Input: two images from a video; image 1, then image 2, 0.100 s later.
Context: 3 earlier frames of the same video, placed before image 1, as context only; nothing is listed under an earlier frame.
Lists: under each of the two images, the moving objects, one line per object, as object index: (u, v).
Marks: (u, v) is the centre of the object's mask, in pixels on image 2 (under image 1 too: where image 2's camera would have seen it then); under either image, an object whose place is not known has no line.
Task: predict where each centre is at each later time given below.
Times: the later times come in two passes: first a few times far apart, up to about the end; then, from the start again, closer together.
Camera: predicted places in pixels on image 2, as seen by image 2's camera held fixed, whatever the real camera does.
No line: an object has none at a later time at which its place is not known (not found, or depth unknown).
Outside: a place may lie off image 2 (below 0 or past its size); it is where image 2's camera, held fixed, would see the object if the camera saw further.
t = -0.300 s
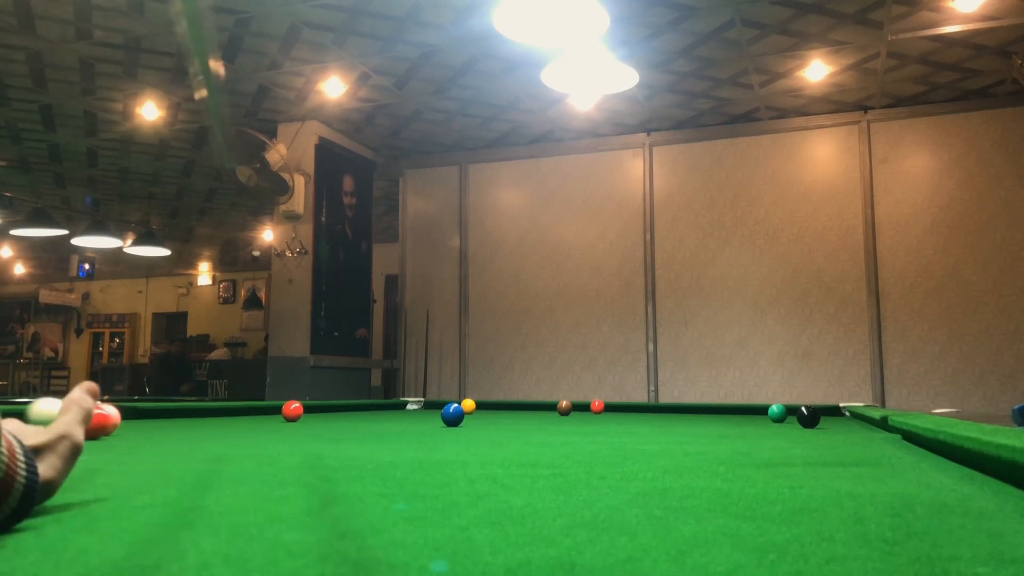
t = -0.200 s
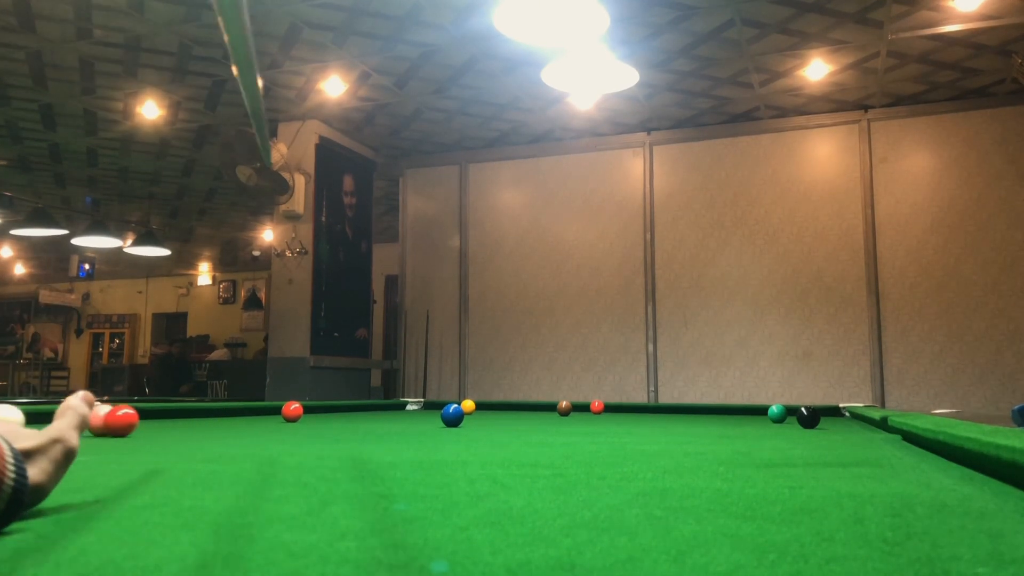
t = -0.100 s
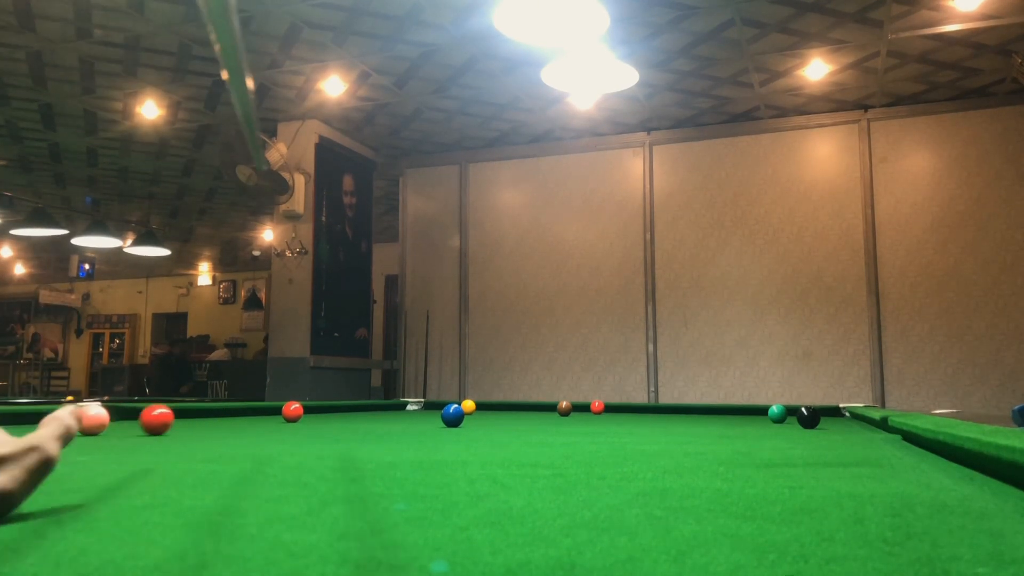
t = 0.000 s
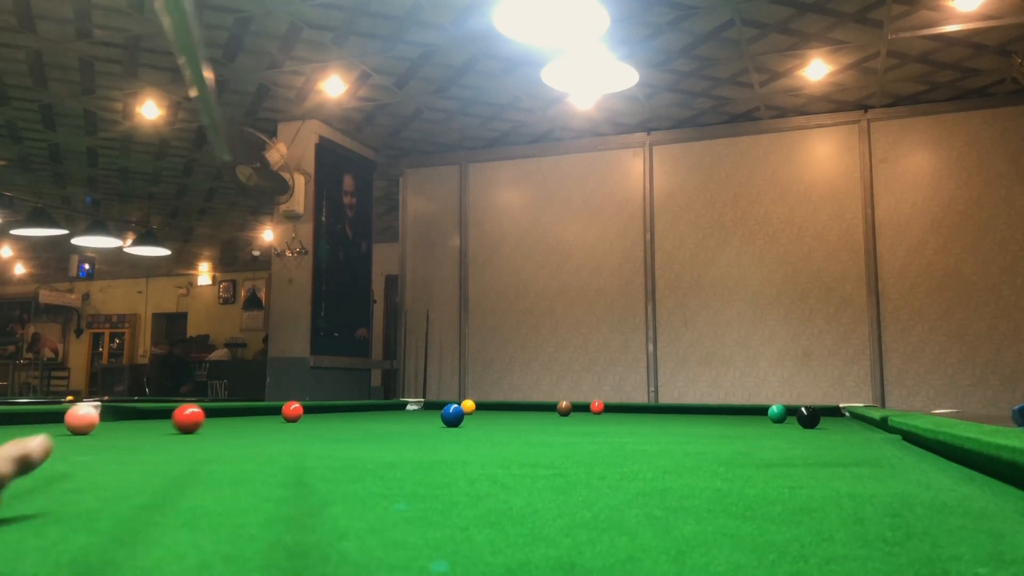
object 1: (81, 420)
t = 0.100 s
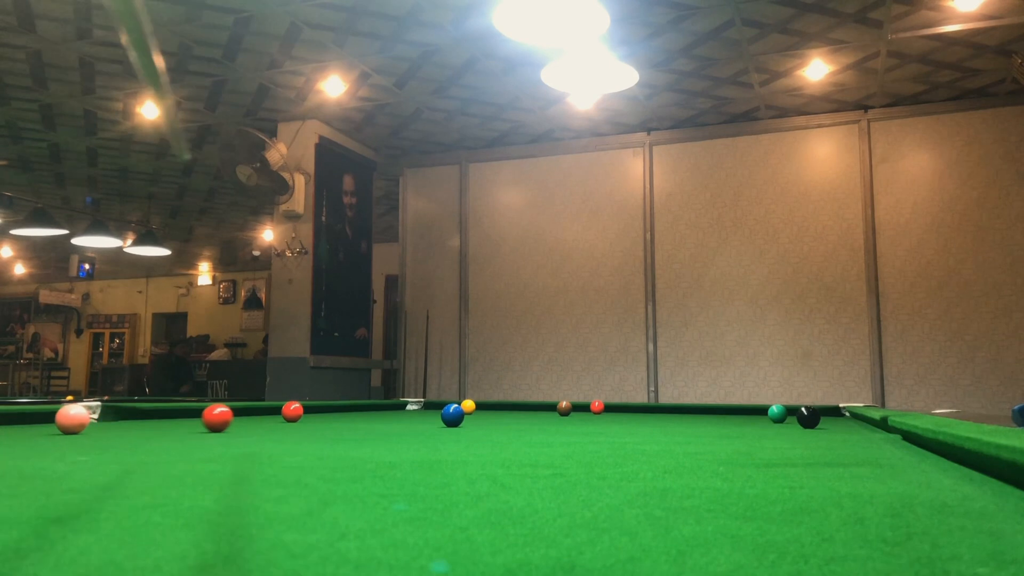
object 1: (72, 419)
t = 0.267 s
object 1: (59, 418)
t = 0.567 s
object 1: (40, 417)
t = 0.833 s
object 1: (28, 417)
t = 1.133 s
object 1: (18, 416)
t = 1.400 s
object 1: (13, 416)
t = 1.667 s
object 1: (10, 415)
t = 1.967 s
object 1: (8, 415)
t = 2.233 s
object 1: (8, 415)
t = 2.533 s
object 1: (9, 415)
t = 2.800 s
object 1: (9, 415)
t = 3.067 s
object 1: (9, 414)
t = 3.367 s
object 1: (9, 414)
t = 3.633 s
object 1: (9, 415)
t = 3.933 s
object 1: (9, 414)
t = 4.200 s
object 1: (9, 414)
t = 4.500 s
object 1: (9, 414)
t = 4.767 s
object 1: (9, 414)
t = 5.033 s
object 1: (9, 414)
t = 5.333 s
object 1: (9, 414)
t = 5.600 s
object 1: (9, 415)
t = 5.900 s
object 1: (9, 414)
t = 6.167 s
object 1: (9, 415)
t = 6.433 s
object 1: (9, 415)
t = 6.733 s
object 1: (9, 415)
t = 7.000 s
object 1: (9, 415)
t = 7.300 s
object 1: (9, 414)
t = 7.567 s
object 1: (9, 414)
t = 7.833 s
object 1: (9, 414)
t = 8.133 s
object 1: (9, 414)
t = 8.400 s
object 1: (9, 414)
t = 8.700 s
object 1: (9, 414)
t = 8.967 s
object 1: (9, 415)
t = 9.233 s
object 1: (9, 415)
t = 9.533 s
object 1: (9, 414)
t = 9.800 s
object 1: (9, 415)
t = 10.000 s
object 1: (9, 414)
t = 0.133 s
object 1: (69, 419)
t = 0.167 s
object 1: (66, 418)
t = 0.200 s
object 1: (64, 418)
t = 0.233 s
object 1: (61, 418)
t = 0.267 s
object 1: (59, 418)
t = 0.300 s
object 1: (56, 418)
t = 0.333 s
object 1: (54, 418)
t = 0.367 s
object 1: (52, 418)
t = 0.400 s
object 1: (49, 418)
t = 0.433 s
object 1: (47, 418)
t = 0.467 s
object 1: (45, 417)
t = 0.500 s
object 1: (43, 417)
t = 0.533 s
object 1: (42, 417)
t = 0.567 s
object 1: (40, 417)
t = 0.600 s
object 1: (38, 417)
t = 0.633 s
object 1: (36, 417)
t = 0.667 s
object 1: (35, 417)
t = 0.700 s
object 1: (34, 417)
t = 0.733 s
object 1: (32, 417)
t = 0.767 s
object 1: (31, 417)
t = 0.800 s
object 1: (29, 417)
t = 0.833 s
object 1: (28, 417)
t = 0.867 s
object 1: (27, 417)
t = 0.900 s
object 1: (26, 417)
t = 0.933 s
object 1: (24, 416)
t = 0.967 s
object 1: (23, 416)
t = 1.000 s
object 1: (22, 416)
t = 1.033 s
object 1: (21, 416)
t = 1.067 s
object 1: (20, 416)
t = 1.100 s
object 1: (19, 416)
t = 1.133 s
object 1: (18, 416)
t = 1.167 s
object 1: (18, 416)
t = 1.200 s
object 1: (17, 416)
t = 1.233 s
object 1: (16, 416)
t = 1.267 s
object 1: (16, 416)
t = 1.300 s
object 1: (15, 416)
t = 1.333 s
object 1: (15, 416)
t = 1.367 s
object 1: (14, 416)
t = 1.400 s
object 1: (13, 416)
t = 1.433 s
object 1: (13, 416)
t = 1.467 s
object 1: (13, 415)
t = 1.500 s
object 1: (12, 415)
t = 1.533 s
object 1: (12, 415)
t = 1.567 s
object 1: (11, 415)
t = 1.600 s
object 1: (11, 415)
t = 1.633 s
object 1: (11, 415)
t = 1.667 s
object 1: (10, 415)
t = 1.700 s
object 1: (10, 415)
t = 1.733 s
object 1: (10, 415)
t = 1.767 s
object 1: (9, 415)
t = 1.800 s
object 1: (9, 415)
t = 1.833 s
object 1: (9, 415)
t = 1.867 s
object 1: (9, 415)
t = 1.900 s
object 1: (8, 415)
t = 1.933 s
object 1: (8, 415)
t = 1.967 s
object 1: (8, 415)
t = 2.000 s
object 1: (8, 415)
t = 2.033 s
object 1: (8, 415)
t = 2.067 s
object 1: (8, 415)
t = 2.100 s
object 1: (8, 415)
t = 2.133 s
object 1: (8, 415)
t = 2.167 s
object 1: (8, 415)
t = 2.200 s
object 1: (8, 415)
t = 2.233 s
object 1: (8, 415)
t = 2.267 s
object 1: (8, 414)
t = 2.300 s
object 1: (8, 415)
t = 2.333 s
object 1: (8, 415)
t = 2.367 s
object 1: (8, 415)
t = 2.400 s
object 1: (9, 415)
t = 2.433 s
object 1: (9, 415)
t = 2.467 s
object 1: (9, 415)
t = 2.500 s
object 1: (9, 415)
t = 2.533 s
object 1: (9, 415)
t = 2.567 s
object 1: (9, 415)
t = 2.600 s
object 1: (9, 414)
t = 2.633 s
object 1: (9, 415)
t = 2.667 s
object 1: (9, 414)
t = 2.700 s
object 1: (9, 415)
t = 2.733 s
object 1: (9, 415)
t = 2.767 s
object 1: (9, 414)
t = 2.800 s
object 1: (9, 415)
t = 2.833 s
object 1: (9, 414)
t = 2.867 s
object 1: (9, 414)
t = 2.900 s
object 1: (9, 415)
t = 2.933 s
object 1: (9, 415)
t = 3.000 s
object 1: (9, 416)
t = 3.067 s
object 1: (9, 414)
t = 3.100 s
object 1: (9, 415)
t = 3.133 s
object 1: (9, 415)
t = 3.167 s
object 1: (9, 414)
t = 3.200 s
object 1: (9, 415)
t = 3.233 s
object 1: (9, 414)
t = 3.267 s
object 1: (9, 414)
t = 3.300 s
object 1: (9, 414)
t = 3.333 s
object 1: (9, 415)
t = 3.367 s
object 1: (9, 414)
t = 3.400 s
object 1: (9, 414)
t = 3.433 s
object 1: (9, 415)
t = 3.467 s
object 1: (9, 414)
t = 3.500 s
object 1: (9, 415)
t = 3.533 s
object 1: (9, 414)
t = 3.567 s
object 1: (9, 414)
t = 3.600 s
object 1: (9, 415)
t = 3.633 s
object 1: (9, 415)
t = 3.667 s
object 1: (9, 415)
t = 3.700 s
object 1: (9, 415)
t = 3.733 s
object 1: (9, 414)
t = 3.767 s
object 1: (9, 414)
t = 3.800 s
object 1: (9, 414)
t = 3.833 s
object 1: (9, 414)
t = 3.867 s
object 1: (9, 414)
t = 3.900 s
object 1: (9, 415)
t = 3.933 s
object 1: (9, 414)
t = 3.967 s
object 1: (9, 415)
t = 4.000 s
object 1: (9, 415)
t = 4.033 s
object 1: (9, 414)
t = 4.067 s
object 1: (9, 415)
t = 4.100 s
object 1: (9, 415)
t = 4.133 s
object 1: (9, 415)
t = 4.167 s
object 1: (9, 414)
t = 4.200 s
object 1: (9, 414)
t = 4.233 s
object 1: (9, 414)
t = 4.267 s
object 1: (9, 415)
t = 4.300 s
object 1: (9, 414)
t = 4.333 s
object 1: (9, 415)
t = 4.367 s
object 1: (9, 415)
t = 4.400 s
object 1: (9, 414)
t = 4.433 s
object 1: (9, 415)
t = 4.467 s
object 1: (9, 414)
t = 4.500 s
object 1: (9, 414)
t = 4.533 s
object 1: (9, 415)
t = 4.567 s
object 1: (9, 414)
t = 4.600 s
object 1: (9, 414)
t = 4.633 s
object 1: (9, 414)
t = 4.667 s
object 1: (9, 414)
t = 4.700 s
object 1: (9, 415)
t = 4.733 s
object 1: (9, 415)
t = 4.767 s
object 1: (9, 414)
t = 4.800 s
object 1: (9, 415)
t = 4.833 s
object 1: (9, 415)
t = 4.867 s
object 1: (9, 415)
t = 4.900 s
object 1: (9, 414)
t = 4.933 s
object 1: (9, 414)
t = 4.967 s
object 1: (9, 414)
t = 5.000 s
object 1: (9, 414)
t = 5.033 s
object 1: (9, 414)
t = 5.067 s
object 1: (9, 414)
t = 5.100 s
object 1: (9, 414)
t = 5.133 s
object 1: (9, 414)
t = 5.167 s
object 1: (9, 415)
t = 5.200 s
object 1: (9, 414)
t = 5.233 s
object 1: (9, 414)
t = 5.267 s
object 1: (9, 414)
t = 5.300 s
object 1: (9, 414)
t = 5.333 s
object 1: (9, 414)
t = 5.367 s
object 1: (9, 415)
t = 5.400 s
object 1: (9, 415)
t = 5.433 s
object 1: (9, 415)
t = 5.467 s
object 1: (9, 415)
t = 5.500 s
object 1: (9, 415)
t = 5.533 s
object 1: (9, 415)
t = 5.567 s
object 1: (9, 414)
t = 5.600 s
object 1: (9, 415)
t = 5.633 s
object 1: (9, 414)
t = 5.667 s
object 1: (9, 414)
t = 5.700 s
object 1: (9, 414)
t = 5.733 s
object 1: (9, 415)
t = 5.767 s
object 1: (9, 414)
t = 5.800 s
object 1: (9, 415)
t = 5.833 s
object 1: (9, 414)
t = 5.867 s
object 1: (9, 415)
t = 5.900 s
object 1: (9, 414)
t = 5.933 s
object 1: (9, 415)
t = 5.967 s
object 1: (9, 414)
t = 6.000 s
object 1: (9, 415)
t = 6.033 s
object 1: (9, 415)
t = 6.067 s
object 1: (9, 415)
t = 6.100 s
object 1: (9, 415)
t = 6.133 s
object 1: (9, 414)
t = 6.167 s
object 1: (9, 415)
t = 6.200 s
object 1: (9, 414)
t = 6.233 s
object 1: (9, 415)
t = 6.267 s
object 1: (9, 414)
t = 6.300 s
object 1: (9, 415)
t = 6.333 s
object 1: (9, 414)
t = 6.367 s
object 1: (9, 415)
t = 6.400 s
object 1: (9, 414)
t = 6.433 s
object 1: (9, 415)
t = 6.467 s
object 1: (9, 415)
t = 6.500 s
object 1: (9, 414)
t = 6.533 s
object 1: (9, 415)
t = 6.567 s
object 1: (9, 415)
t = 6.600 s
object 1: (9, 415)
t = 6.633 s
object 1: (9, 414)
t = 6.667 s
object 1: (9, 415)
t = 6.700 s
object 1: (9, 414)
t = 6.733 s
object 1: (9, 415)
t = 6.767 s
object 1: (9, 414)
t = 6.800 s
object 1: (9, 415)
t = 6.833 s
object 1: (9, 414)
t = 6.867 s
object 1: (9, 415)
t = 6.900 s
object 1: (9, 414)
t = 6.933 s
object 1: (9, 415)
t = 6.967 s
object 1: (9, 414)
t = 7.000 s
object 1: (9, 415)
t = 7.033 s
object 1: (9, 415)
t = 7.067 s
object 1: (9, 414)
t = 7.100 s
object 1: (9, 415)
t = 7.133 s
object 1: (9, 415)
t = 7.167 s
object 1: (9, 414)
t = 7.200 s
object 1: (9, 414)
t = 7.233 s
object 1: (9, 415)
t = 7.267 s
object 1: (9, 414)
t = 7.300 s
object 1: (9, 414)
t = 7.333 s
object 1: (9, 414)
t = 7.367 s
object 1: (9, 414)
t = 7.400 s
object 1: (9, 414)
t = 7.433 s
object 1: (9, 414)
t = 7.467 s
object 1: (9, 414)
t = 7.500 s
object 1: (9, 414)
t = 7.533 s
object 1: (9, 414)
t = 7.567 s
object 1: (9, 414)
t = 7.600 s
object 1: (9, 414)
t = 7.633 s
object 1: (9, 414)
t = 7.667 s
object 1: (9, 414)
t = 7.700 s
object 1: (9, 414)
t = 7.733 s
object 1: (9, 414)
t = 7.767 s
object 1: (9, 414)
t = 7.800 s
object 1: (9, 414)
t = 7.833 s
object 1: (9, 414)
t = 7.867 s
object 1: (9, 414)
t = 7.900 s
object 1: (9, 415)
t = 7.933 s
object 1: (9, 414)
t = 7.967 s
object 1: (9, 415)
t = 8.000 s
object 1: (9, 415)
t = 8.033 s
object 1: (9, 414)
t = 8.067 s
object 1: (9, 414)
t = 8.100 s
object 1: (9, 414)
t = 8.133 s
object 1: (9, 414)
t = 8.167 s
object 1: (9, 414)
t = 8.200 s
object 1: (9, 415)
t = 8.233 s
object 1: (9, 414)
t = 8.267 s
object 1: (9, 415)
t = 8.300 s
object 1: (9, 414)
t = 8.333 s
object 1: (9, 415)
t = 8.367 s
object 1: (9, 414)
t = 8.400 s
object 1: (9, 414)
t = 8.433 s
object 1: (9, 415)
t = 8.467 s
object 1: (9, 414)
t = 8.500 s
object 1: (9, 415)
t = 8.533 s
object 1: (9, 415)
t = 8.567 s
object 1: (9, 415)
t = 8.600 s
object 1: (9, 415)
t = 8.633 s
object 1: (9, 415)
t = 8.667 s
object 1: (9, 415)
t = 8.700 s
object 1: (9, 414)
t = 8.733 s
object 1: (9, 414)
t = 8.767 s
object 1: (9, 414)
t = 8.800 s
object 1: (9, 415)
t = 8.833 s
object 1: (9, 414)
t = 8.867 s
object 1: (9, 414)
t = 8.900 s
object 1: (9, 415)
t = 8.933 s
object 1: (9, 415)
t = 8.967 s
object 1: (9, 415)
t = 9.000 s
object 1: (9, 414)
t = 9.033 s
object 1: (9, 415)
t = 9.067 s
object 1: (9, 414)
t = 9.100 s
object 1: (9, 415)
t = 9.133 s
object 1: (9, 415)
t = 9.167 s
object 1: (9, 414)
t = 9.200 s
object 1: (9, 414)
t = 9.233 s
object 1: (9, 415)
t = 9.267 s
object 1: (9, 415)
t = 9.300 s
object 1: (9, 414)
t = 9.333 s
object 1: (9, 415)
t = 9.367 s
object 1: (9, 415)
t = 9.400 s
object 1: (9, 415)
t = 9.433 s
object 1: (9, 414)
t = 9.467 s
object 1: (9, 415)
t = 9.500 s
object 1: (9, 415)
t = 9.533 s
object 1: (9, 414)
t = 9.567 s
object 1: (9, 414)
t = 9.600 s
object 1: (9, 415)
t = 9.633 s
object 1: (9, 415)
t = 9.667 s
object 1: (9, 414)
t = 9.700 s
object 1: (9, 415)
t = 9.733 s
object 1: (9, 415)
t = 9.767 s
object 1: (9, 415)
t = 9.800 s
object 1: (9, 415)
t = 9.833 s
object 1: (9, 415)
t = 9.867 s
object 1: (9, 415)
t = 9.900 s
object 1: (9, 414)
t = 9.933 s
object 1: (9, 415)
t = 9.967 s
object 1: (9, 415)
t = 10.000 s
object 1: (9, 414)
